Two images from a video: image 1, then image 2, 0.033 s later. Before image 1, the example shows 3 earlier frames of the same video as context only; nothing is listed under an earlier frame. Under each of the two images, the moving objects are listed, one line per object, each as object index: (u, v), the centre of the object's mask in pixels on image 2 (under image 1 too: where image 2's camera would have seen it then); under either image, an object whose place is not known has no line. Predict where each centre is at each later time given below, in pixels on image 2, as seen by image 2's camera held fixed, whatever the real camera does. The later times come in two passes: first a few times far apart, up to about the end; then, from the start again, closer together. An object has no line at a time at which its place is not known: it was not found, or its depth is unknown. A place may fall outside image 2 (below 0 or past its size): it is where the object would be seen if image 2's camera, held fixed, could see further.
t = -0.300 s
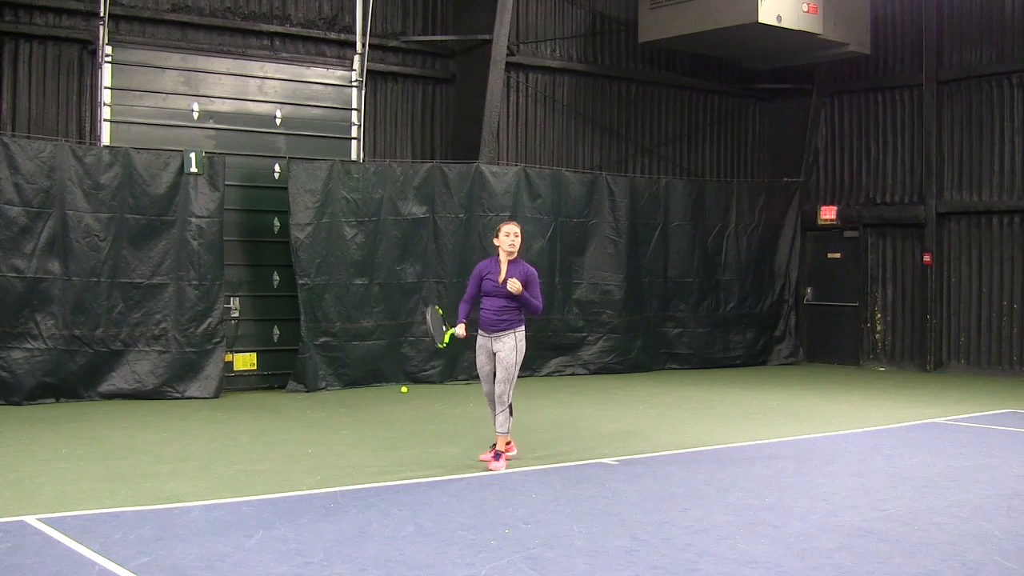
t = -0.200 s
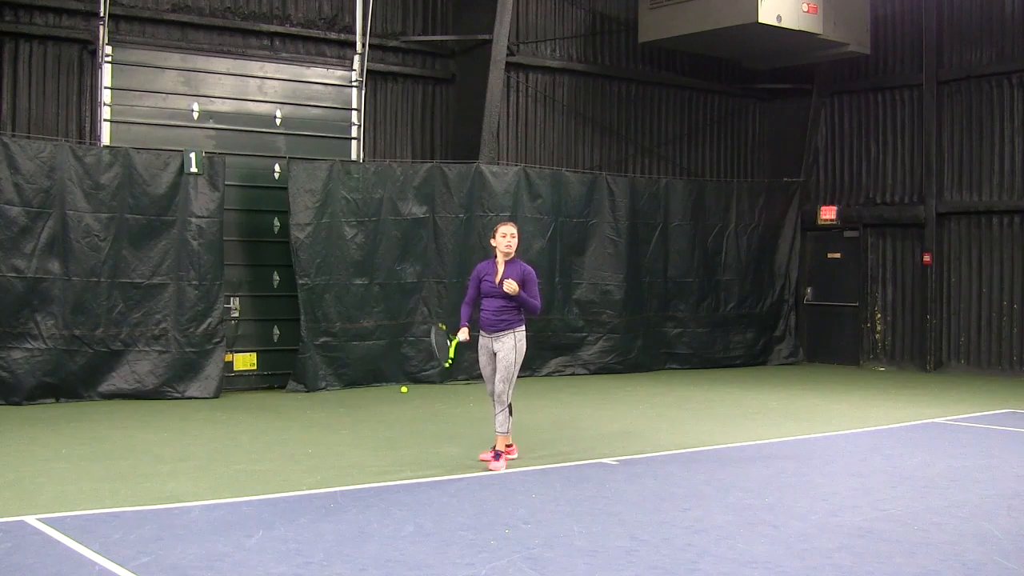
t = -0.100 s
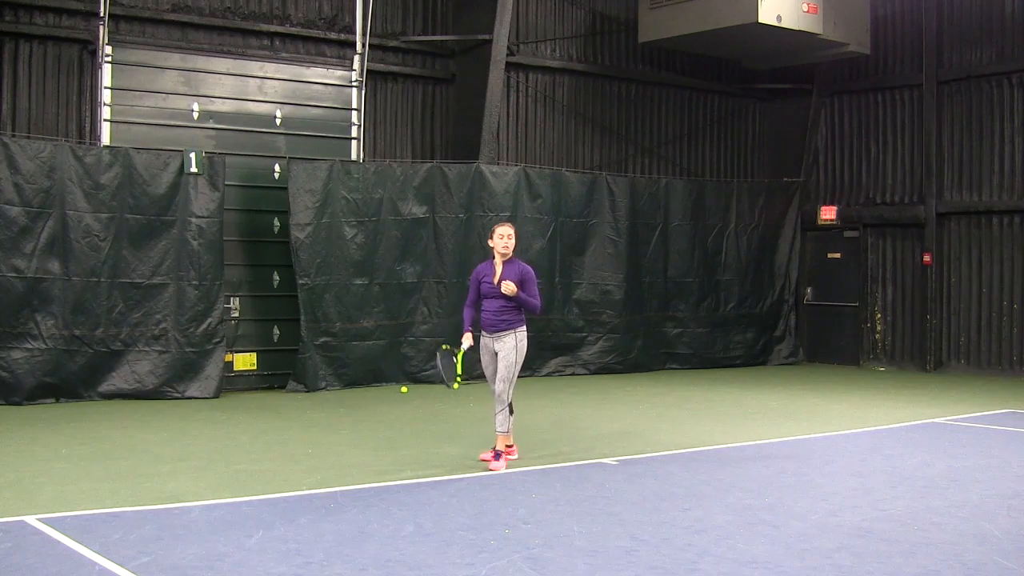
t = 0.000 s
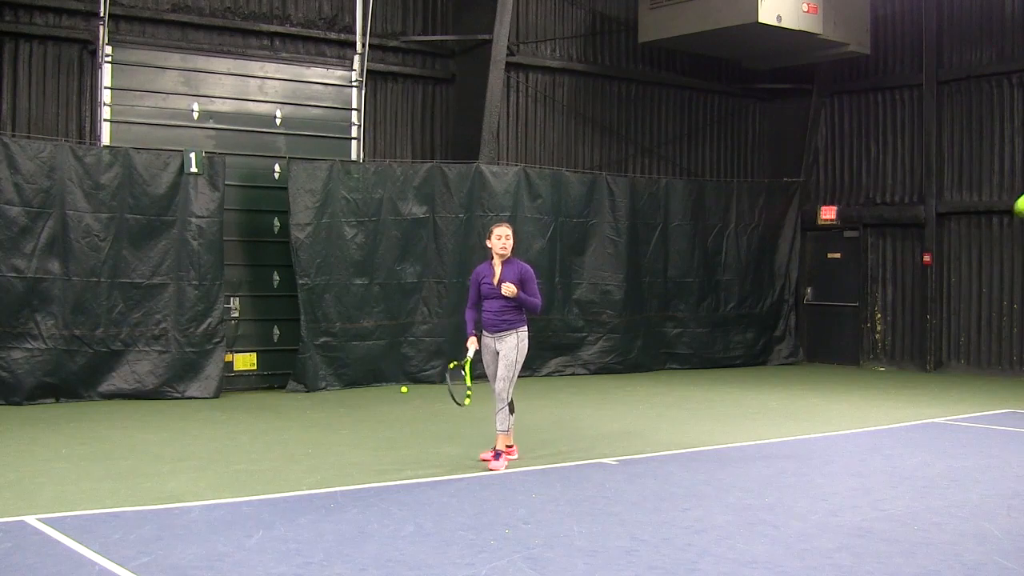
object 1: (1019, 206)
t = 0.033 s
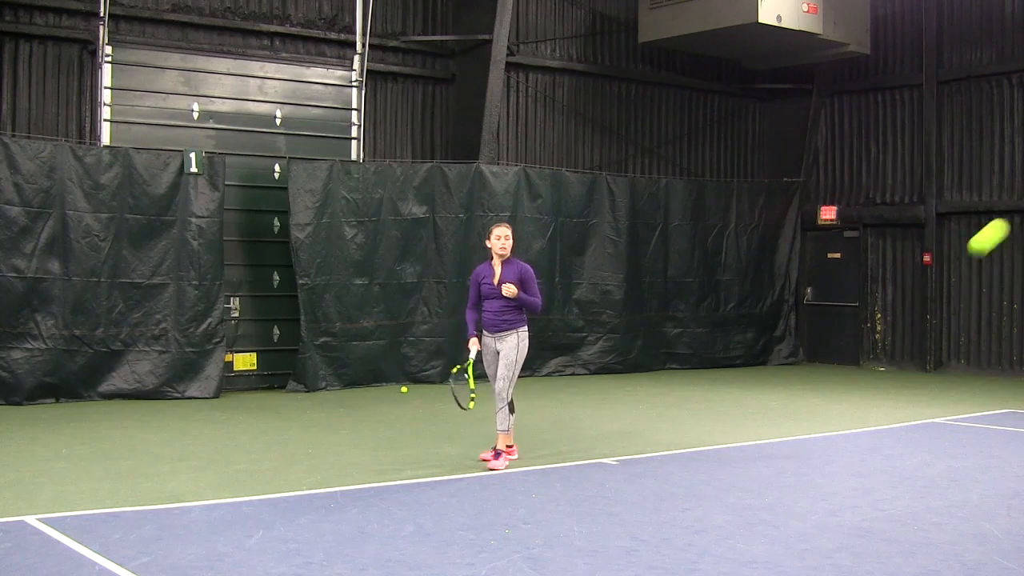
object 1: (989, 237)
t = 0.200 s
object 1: (805, 425)
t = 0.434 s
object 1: (684, 452)
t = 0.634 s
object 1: (645, 331)
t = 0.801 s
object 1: (617, 298)
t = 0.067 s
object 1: (944, 277)
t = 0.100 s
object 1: (904, 315)
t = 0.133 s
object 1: (868, 352)
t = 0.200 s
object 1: (805, 425)
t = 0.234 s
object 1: (776, 464)
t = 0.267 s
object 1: (750, 500)
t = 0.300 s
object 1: (725, 536)
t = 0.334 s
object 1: (706, 554)
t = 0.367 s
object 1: (699, 516)
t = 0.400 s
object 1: (692, 483)
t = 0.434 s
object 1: (684, 452)
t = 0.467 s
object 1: (677, 424)
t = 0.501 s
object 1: (671, 400)
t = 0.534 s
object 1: (664, 379)
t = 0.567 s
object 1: (657, 360)
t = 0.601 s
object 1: (651, 345)
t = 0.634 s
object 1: (645, 331)
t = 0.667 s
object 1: (639, 320)
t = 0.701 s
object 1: (633, 311)
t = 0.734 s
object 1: (627, 305)
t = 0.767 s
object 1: (622, 300)
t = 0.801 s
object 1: (617, 298)
